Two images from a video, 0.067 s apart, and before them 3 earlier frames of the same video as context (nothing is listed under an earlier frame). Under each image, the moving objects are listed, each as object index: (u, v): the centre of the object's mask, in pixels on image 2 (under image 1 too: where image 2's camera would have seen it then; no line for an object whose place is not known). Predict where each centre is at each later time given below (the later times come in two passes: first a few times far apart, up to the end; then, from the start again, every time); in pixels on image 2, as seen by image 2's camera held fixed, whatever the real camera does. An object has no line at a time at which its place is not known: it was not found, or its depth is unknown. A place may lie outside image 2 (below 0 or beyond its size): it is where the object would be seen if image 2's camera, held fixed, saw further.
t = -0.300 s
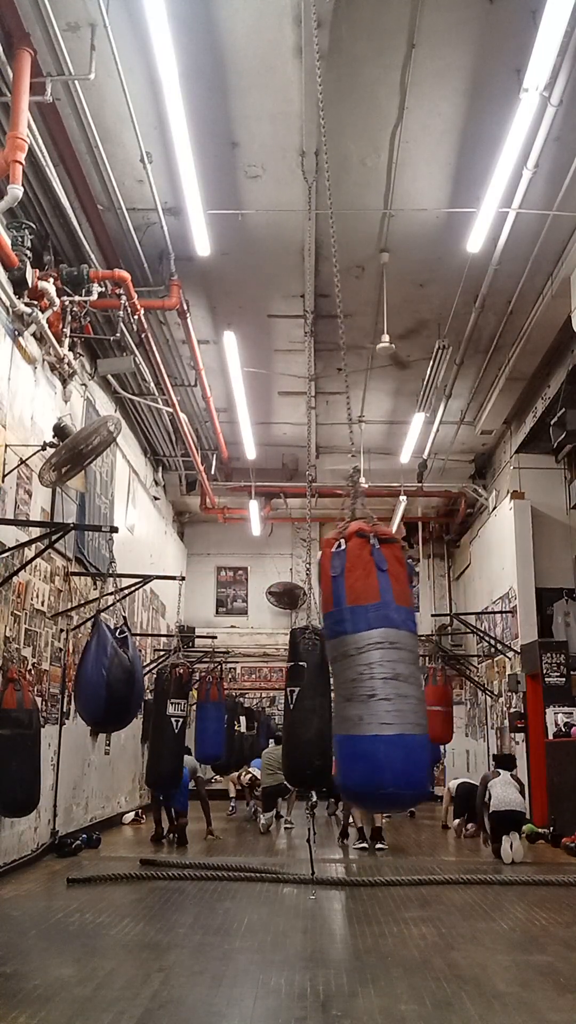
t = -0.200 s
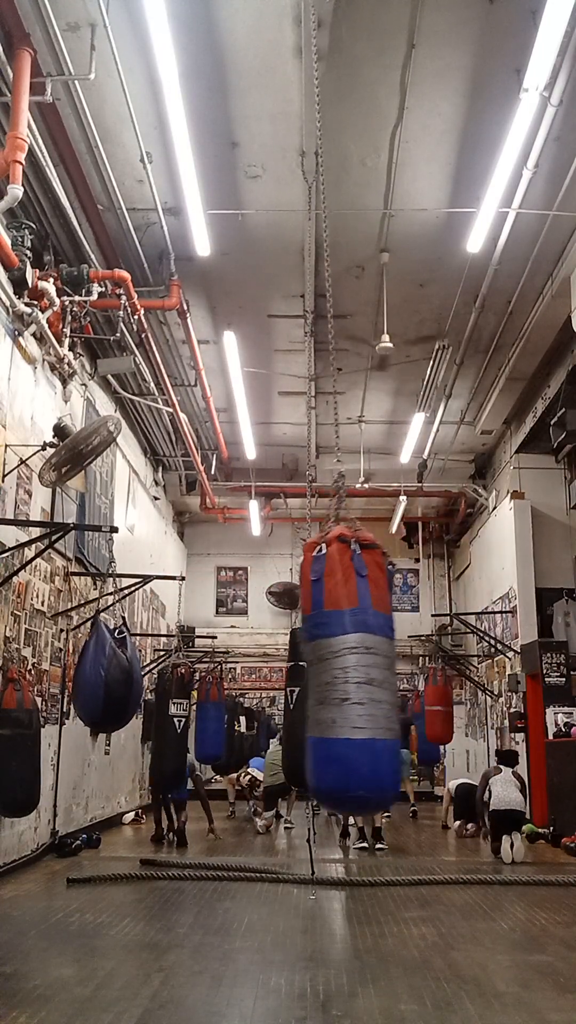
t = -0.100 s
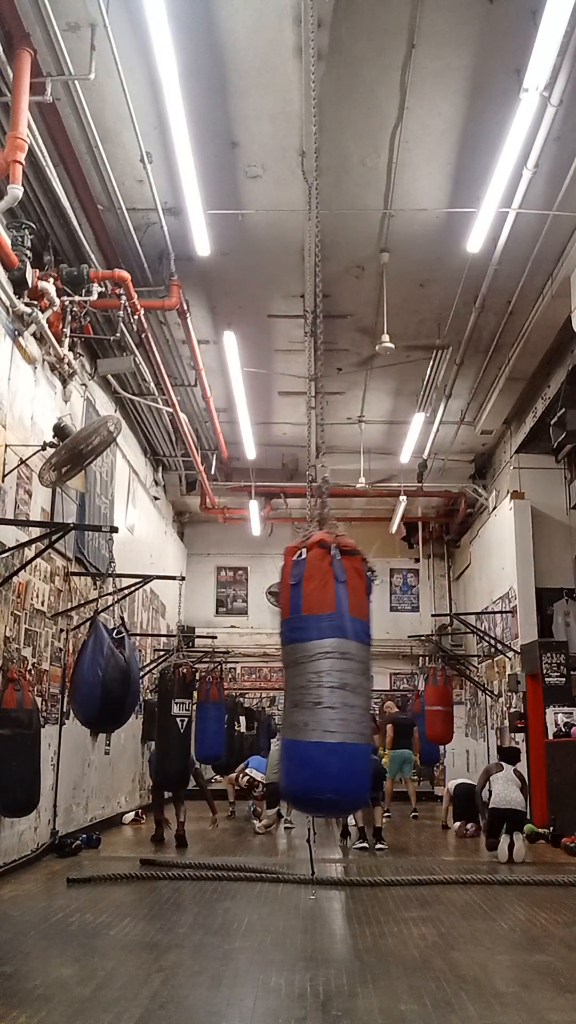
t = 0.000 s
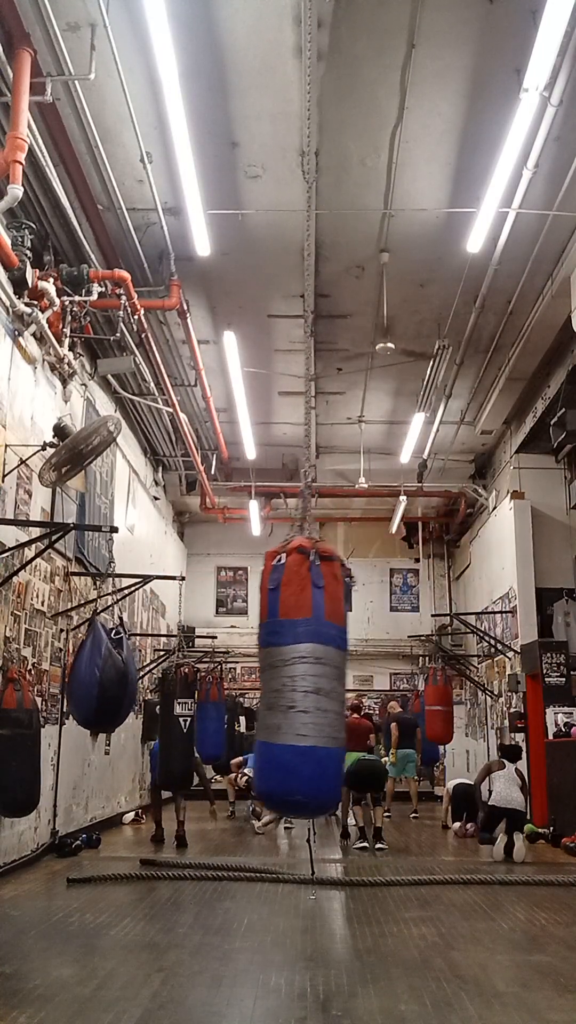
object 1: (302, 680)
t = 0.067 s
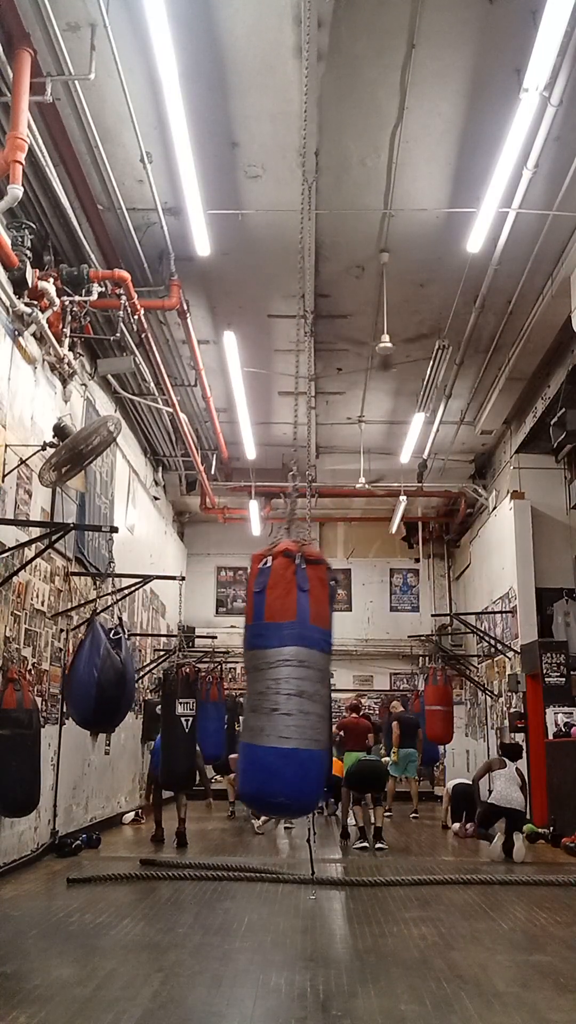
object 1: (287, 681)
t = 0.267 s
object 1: (243, 684)
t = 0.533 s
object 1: (202, 683)
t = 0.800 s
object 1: (181, 680)
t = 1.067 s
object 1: (177, 676)
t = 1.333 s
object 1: (192, 680)
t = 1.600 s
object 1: (221, 677)
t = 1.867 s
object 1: (260, 683)
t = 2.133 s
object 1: (308, 687)
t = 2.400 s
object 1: (359, 689)
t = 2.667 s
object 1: (407, 685)
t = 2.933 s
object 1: (444, 676)
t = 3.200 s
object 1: (461, 668)
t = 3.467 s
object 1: (451, 663)
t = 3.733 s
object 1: (416, 663)
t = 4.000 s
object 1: (360, 670)
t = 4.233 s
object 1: (306, 677)
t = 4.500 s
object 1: (251, 682)
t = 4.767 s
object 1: (210, 683)
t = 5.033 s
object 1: (188, 681)
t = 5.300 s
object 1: (185, 678)
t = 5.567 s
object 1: (199, 676)
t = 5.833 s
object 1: (224, 677)
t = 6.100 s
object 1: (261, 683)
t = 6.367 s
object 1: (305, 686)
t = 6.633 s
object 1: (351, 689)
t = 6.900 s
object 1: (397, 686)
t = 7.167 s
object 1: (431, 680)
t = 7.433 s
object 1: (447, 672)
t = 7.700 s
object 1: (441, 665)
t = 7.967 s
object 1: (409, 664)
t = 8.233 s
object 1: (359, 668)
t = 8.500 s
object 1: (302, 675)
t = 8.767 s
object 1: (250, 681)
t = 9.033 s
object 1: (213, 683)
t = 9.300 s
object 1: (195, 682)
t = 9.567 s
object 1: (193, 680)
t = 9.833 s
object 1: (207, 678)
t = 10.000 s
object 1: (223, 678)
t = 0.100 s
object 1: (278, 683)
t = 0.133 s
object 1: (271, 683)
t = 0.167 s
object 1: (264, 683)
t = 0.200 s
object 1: (256, 684)
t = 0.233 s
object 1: (250, 683)
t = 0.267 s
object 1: (243, 684)
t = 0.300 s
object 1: (236, 685)
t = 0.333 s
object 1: (231, 683)
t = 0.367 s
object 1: (225, 684)
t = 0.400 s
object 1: (220, 684)
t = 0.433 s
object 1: (215, 683)
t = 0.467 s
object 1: (210, 683)
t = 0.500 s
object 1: (206, 683)
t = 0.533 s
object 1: (202, 683)
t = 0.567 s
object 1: (199, 682)
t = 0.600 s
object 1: (195, 682)
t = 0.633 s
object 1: (192, 682)
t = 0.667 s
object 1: (190, 682)
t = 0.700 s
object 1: (186, 682)
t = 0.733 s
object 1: (185, 683)
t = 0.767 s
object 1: (182, 681)
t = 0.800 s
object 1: (181, 680)
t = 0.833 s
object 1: (179, 679)
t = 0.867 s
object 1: (178, 679)
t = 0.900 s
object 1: (177, 678)
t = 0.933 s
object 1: (177, 678)
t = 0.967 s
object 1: (176, 677)
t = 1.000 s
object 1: (176, 677)
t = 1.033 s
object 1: (177, 676)
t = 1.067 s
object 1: (177, 676)
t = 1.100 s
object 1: (178, 676)
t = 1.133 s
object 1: (179, 676)
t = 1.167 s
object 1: (181, 676)
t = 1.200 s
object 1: (183, 676)
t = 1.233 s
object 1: (185, 676)
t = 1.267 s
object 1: (187, 677)
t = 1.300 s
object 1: (190, 678)
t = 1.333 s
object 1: (192, 680)
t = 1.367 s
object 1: (195, 680)
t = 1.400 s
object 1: (197, 680)
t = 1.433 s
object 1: (202, 676)
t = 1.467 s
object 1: (205, 676)
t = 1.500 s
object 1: (209, 676)
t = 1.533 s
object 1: (213, 675)
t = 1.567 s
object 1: (217, 676)
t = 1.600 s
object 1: (221, 677)
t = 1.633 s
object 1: (225, 678)
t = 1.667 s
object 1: (229, 678)
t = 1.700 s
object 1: (234, 679)
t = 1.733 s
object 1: (239, 680)
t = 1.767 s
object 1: (244, 680)
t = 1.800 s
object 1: (249, 681)
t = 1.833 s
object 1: (254, 683)
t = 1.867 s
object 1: (260, 683)
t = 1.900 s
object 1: (266, 684)
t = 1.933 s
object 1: (271, 685)
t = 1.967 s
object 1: (278, 685)
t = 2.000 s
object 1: (284, 686)
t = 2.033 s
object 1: (290, 686)
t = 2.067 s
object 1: (296, 687)
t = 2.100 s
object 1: (302, 687)
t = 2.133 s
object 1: (308, 687)
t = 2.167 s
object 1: (314, 688)
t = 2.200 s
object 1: (320, 688)
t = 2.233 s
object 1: (327, 689)
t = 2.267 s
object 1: (334, 690)
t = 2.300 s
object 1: (341, 690)
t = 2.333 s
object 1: (347, 690)
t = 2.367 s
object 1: (353, 689)
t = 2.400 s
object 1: (359, 689)
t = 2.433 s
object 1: (366, 689)
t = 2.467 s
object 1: (372, 689)
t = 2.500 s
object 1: (378, 688)
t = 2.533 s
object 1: (384, 689)
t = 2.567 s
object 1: (390, 688)
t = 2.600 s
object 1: (396, 687)
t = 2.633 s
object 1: (402, 686)
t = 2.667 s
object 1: (407, 685)
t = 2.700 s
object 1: (412, 684)
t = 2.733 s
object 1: (418, 683)
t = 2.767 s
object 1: (423, 682)
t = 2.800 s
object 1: (428, 682)
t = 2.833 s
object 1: (432, 681)
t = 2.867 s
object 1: (437, 679)
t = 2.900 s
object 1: (441, 677)
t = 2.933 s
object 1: (444, 676)
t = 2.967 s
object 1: (448, 676)
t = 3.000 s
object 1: (451, 674)
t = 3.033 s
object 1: (453, 673)
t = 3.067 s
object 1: (456, 672)
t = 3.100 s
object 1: (458, 671)
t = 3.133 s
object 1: (459, 670)
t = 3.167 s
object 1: (461, 669)
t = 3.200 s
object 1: (461, 668)
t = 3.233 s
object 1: (461, 667)
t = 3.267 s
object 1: (461, 666)
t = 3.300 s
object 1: (461, 665)
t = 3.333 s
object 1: (460, 664)
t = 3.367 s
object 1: (458, 664)
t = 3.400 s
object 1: (456, 663)
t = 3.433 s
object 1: (454, 663)
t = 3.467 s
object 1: (451, 663)
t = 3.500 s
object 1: (448, 662)
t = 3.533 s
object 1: (444, 661)
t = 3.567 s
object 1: (440, 661)
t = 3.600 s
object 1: (436, 661)
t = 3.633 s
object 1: (431, 661)
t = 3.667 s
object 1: (426, 662)
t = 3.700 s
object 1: (421, 662)
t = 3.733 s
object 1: (416, 663)
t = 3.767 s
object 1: (409, 664)
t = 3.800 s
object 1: (403, 664)
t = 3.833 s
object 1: (397, 665)
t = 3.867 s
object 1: (390, 665)
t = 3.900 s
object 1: (383, 666)
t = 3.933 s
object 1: (375, 668)
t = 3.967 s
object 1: (368, 669)
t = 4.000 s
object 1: (360, 670)
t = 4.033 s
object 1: (352, 671)
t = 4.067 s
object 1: (344, 672)
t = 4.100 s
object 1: (336, 672)
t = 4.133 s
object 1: (329, 673)
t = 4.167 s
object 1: (321, 674)
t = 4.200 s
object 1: (314, 675)
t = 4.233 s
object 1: (306, 677)
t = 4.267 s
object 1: (299, 677)
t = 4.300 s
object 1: (291, 678)
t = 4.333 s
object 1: (285, 680)
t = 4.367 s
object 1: (277, 681)
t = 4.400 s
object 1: (270, 681)
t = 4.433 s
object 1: (263, 682)
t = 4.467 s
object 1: (257, 682)
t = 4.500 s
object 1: (251, 682)
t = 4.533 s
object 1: (245, 682)
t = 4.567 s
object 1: (239, 683)
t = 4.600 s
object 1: (233, 683)
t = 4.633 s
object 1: (228, 683)
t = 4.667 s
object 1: (223, 683)
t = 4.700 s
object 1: (219, 683)
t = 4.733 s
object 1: (214, 683)
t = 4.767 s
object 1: (210, 683)
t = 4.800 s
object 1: (206, 683)
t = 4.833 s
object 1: (203, 683)
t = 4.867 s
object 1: (200, 683)
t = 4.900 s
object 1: (196, 682)
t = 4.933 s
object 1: (195, 682)
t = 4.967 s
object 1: (192, 682)
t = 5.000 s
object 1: (189, 681)
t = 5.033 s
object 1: (188, 681)
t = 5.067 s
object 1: (186, 681)
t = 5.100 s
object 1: (185, 680)
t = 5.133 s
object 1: (185, 680)
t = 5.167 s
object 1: (185, 679)
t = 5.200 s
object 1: (184, 679)
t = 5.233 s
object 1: (185, 679)
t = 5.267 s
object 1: (185, 679)
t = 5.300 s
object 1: (185, 678)
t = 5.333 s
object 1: (186, 678)
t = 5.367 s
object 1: (188, 678)
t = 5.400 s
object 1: (189, 678)
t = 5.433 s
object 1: (190, 677)
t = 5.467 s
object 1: (192, 677)
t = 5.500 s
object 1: (194, 677)
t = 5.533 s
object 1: (196, 676)
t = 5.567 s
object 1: (199, 676)
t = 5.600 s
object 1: (201, 678)
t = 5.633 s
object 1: (204, 677)
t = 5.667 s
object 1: (206, 678)
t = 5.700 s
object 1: (209, 678)
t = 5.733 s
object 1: (213, 678)
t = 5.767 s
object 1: (217, 677)
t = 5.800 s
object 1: (220, 677)
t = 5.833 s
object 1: (224, 677)
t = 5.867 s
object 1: (228, 678)
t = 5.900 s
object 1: (233, 679)
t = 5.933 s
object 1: (237, 679)
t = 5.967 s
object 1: (242, 680)
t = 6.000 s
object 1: (246, 680)
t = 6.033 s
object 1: (251, 680)
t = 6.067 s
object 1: (256, 682)
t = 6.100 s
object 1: (261, 683)
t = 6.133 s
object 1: (267, 683)
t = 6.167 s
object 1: (272, 684)
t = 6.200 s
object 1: (277, 684)
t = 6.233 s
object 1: (283, 685)
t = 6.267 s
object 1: (288, 685)
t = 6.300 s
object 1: (294, 686)
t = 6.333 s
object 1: (299, 686)
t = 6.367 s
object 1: (305, 686)
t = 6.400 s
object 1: (310, 687)
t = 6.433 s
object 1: (316, 687)
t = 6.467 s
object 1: (322, 688)
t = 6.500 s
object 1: (328, 688)
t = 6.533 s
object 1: (333, 689)
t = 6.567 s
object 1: (339, 688)
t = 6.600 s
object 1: (346, 689)
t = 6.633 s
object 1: (351, 689)
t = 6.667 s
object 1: (357, 689)
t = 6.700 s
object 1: (363, 689)
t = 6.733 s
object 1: (369, 689)
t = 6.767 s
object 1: (375, 688)
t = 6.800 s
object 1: (380, 689)
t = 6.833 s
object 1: (386, 688)
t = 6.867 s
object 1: (391, 687)
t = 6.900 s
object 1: (397, 686)
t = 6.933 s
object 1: (402, 686)
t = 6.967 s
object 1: (406, 685)
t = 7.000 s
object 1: (411, 684)
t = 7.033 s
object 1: (415, 684)
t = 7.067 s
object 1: (419, 683)
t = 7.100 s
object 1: (424, 682)
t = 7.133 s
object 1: (427, 682)
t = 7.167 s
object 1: (431, 680)
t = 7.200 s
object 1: (434, 679)
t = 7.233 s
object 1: (436, 678)
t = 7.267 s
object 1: (439, 677)
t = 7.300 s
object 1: (442, 676)
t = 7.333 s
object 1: (444, 675)
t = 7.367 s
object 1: (445, 674)
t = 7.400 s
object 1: (447, 673)
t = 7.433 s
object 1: (447, 672)
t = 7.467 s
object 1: (448, 671)
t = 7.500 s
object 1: (448, 669)
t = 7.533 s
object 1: (448, 668)
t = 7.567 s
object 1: (448, 667)
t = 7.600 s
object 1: (447, 667)
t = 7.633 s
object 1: (445, 666)
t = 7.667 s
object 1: (444, 665)
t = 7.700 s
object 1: (441, 665)
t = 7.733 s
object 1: (439, 664)
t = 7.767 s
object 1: (435, 664)
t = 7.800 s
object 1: (432, 663)
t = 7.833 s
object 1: (428, 664)
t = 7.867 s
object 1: (424, 663)
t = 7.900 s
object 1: (419, 663)
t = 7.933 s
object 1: (414, 664)
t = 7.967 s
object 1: (409, 664)
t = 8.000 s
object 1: (404, 664)
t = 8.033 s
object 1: (398, 663)
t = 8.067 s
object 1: (392, 664)
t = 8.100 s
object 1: (386, 664)
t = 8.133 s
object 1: (379, 665)
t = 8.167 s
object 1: (373, 666)
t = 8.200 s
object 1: (366, 667)
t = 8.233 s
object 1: (359, 668)
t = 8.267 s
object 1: (351, 669)
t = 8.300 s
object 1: (344, 670)
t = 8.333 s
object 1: (337, 670)
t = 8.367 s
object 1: (330, 670)
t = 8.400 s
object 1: (323, 671)
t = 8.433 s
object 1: (316, 672)
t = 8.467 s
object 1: (309, 673)
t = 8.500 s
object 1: (302, 675)
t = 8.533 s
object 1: (295, 676)
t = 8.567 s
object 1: (288, 678)
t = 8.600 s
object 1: (282, 679)
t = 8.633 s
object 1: (274, 679)
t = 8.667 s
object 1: (268, 680)
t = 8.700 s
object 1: (262, 680)
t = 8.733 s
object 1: (255, 681)
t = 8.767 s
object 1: (250, 681)
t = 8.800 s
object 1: (244, 681)
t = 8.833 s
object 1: (239, 681)
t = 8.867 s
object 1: (233, 682)
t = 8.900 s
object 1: (229, 682)
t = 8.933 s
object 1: (224, 682)
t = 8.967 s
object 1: (220, 682)
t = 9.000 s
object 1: (216, 683)
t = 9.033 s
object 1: (213, 683)
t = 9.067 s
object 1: (209, 683)
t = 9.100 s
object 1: (206, 683)
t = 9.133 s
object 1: (204, 683)
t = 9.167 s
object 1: (201, 683)
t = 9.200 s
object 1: (199, 683)
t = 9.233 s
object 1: (197, 682)
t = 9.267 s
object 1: (196, 682)
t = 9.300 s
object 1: (195, 682)
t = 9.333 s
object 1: (194, 682)
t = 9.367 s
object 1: (193, 681)
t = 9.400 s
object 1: (192, 681)
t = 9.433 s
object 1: (192, 681)
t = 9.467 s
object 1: (192, 682)
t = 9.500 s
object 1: (192, 681)
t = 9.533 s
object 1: (192, 681)
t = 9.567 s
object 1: (193, 680)
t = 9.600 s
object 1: (194, 680)
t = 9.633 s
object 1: (195, 680)
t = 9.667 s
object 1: (197, 679)
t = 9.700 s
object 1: (198, 680)
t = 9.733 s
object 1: (200, 679)
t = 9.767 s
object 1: (201, 680)
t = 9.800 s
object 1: (204, 680)
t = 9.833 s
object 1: (207, 678)
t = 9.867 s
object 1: (210, 677)
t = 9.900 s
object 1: (213, 677)
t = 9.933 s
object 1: (216, 678)
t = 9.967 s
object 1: (219, 678)
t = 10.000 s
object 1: (223, 678)
